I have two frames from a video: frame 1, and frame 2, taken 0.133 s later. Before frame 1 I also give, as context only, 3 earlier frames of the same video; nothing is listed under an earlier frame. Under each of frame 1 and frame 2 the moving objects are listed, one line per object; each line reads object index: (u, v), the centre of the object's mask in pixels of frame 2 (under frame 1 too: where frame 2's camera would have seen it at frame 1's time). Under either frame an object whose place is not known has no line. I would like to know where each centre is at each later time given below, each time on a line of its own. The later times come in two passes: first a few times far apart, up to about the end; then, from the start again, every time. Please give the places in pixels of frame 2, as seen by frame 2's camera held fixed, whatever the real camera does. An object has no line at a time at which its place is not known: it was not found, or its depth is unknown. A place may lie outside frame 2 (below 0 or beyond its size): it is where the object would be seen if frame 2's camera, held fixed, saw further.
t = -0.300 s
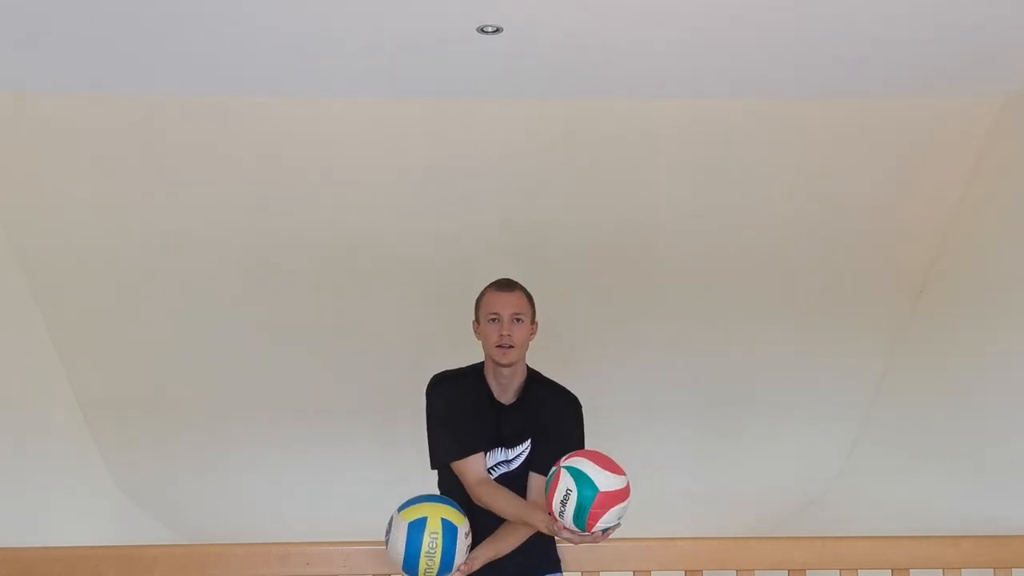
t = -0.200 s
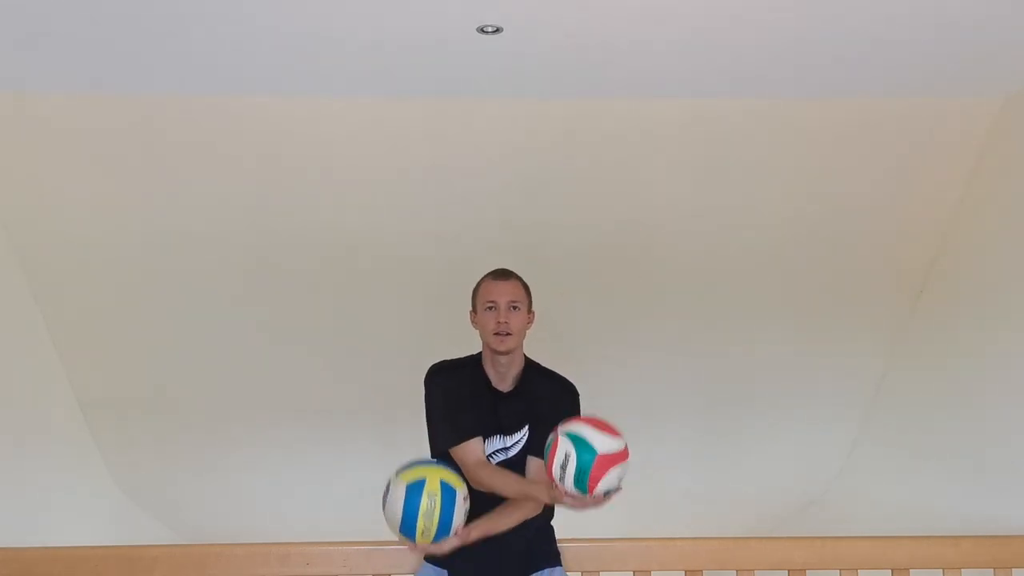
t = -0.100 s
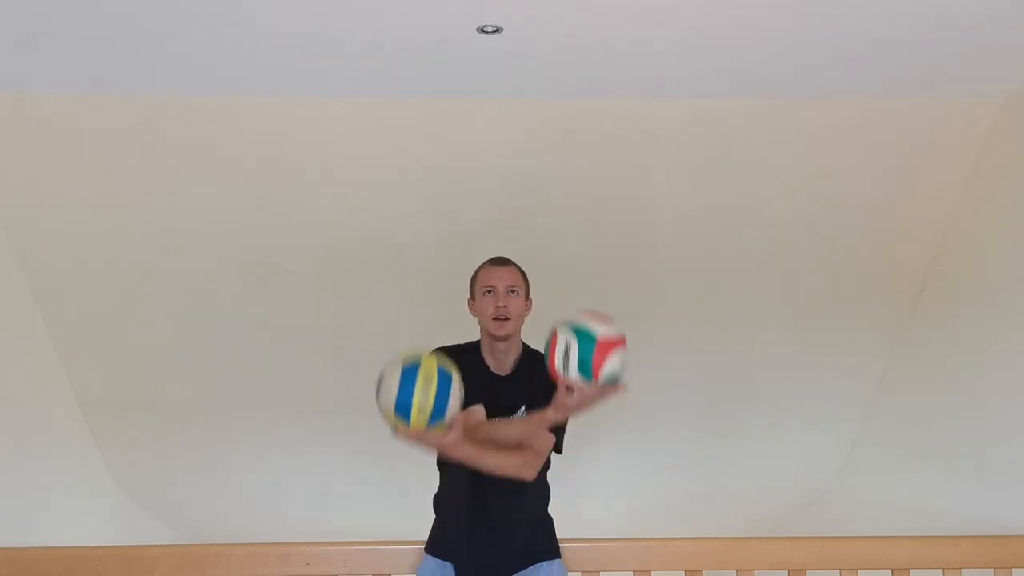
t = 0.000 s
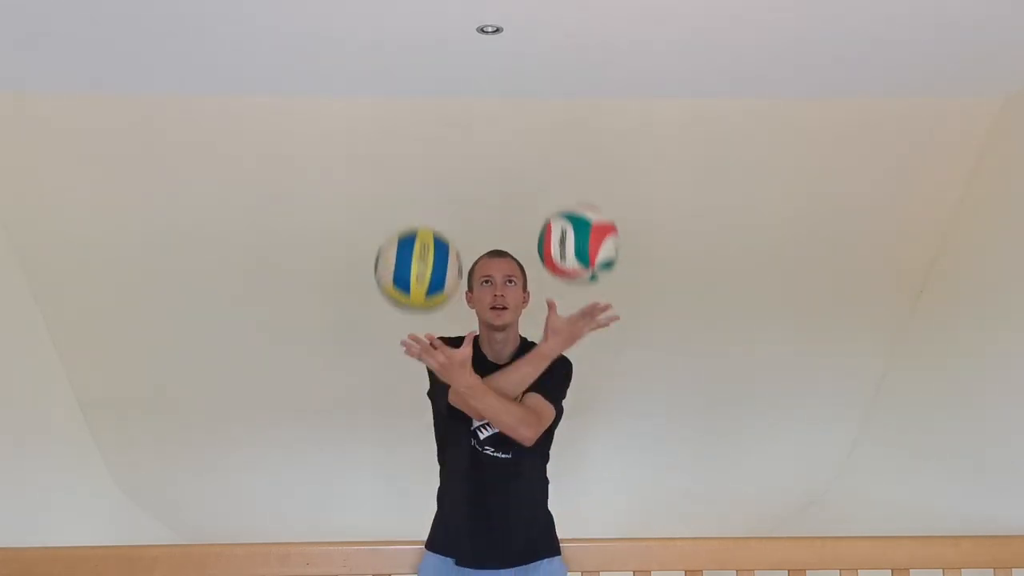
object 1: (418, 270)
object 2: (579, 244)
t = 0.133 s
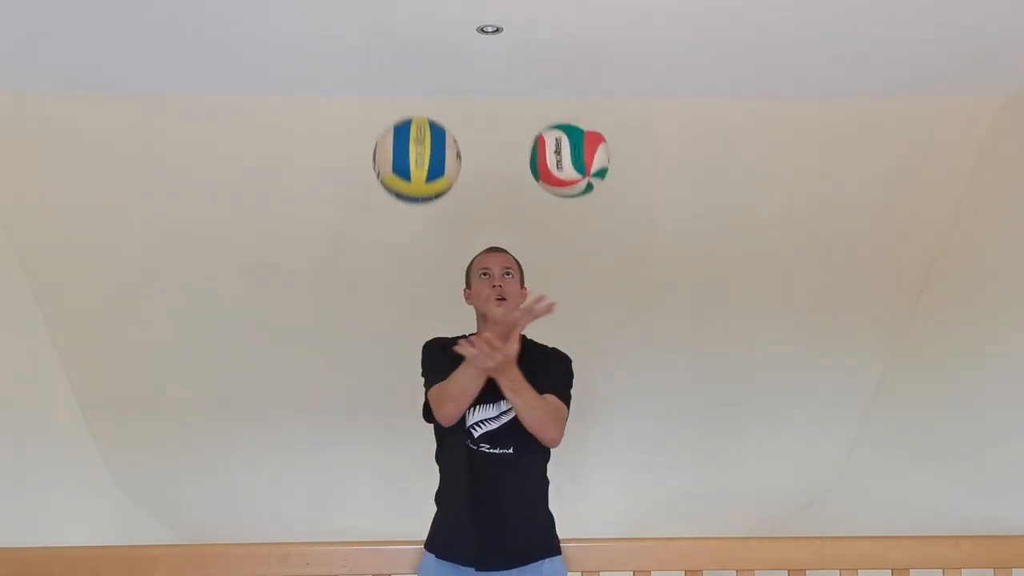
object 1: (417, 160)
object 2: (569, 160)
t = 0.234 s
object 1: (416, 121)
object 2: (563, 137)
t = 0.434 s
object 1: (414, 155)
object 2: (552, 199)
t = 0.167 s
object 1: (417, 142)
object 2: (567, 148)
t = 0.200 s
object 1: (416, 129)
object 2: (565, 140)
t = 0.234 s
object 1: (416, 121)
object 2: (563, 137)
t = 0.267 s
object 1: (416, 115)
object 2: (561, 137)
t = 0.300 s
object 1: (416, 115)
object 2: (559, 141)
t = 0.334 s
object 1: (415, 118)
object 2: (557, 150)
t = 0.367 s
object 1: (414, 126)
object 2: (555, 163)
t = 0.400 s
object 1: (414, 138)
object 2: (553, 179)
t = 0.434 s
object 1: (414, 155)
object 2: (552, 199)
